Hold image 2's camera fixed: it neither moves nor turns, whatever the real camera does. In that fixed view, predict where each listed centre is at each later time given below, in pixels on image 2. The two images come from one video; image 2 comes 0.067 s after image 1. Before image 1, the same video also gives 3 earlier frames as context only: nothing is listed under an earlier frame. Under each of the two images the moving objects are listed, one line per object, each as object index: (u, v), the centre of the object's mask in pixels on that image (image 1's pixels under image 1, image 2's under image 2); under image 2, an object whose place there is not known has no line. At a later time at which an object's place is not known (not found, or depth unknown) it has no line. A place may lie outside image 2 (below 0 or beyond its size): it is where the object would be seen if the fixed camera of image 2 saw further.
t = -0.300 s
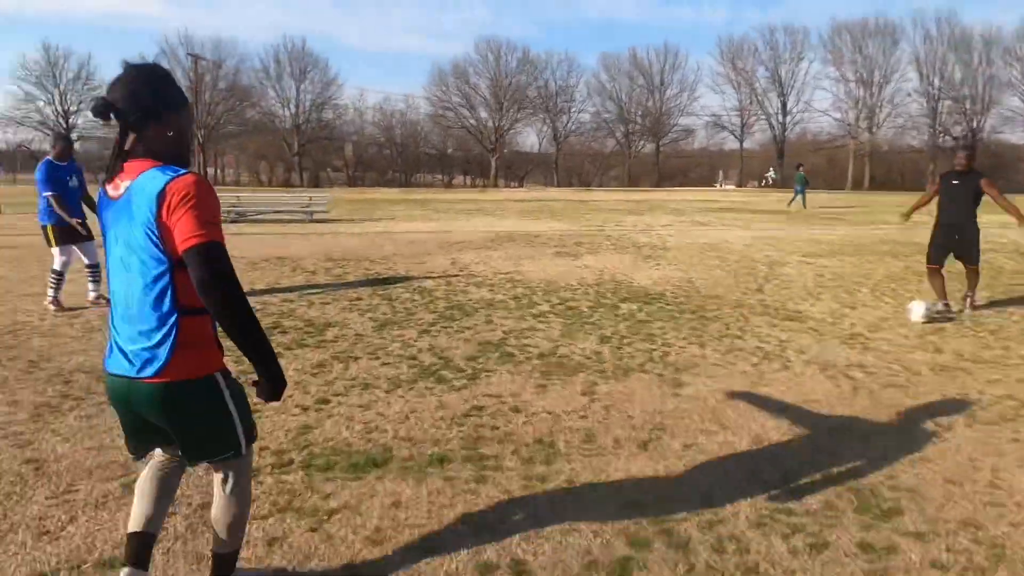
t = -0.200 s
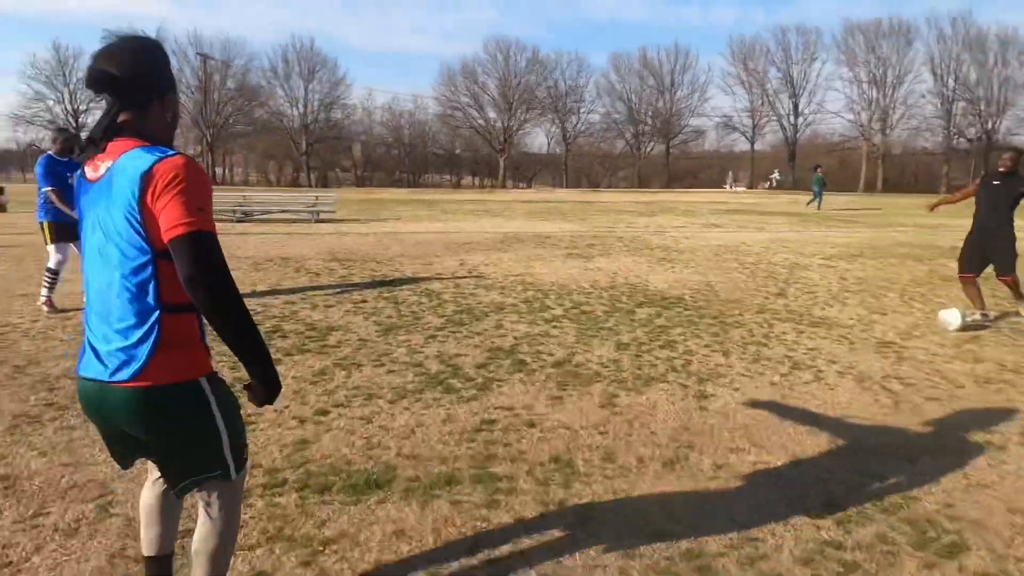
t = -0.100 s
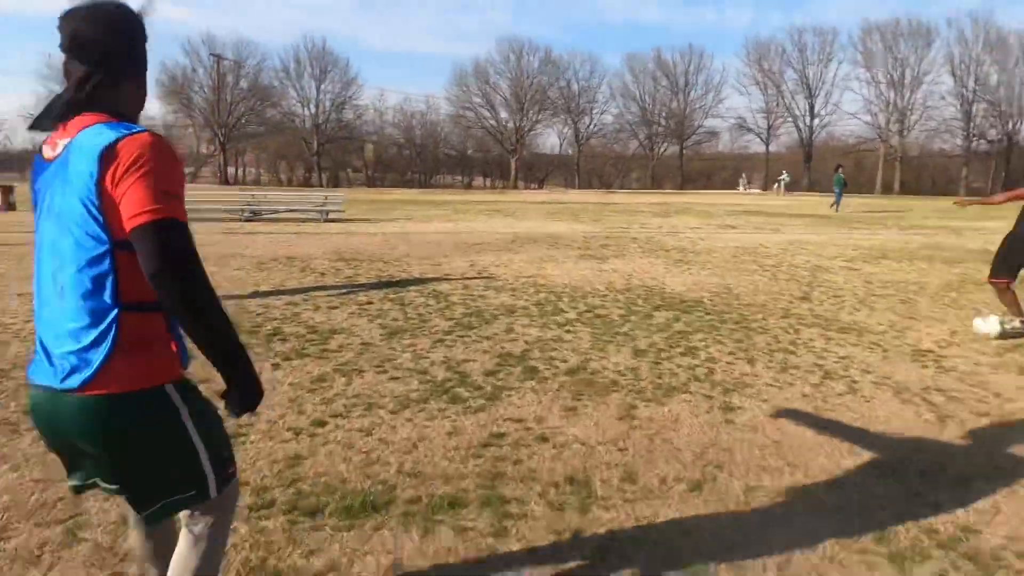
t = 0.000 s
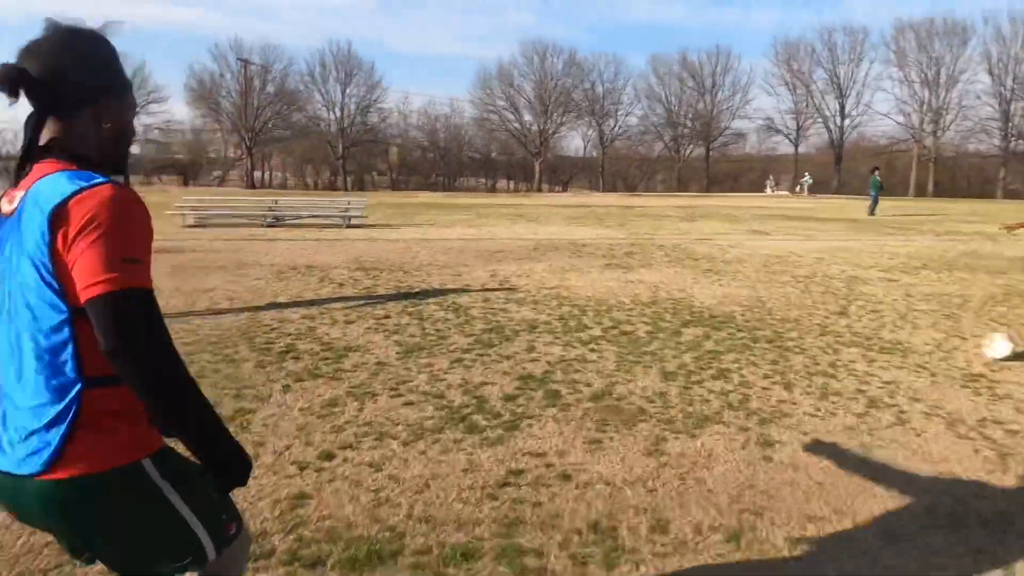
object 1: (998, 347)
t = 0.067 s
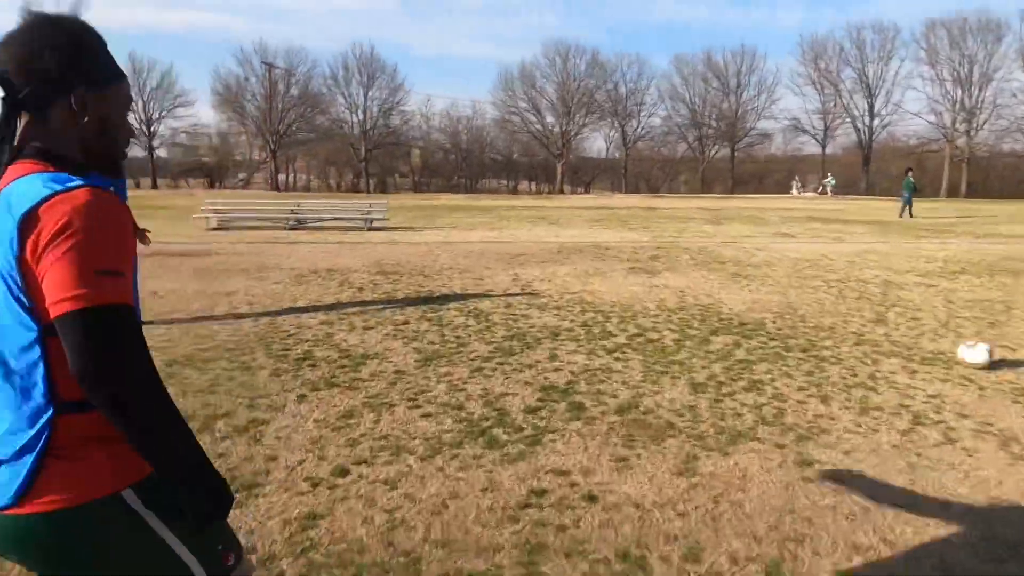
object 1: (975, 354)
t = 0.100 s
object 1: (941, 350)
